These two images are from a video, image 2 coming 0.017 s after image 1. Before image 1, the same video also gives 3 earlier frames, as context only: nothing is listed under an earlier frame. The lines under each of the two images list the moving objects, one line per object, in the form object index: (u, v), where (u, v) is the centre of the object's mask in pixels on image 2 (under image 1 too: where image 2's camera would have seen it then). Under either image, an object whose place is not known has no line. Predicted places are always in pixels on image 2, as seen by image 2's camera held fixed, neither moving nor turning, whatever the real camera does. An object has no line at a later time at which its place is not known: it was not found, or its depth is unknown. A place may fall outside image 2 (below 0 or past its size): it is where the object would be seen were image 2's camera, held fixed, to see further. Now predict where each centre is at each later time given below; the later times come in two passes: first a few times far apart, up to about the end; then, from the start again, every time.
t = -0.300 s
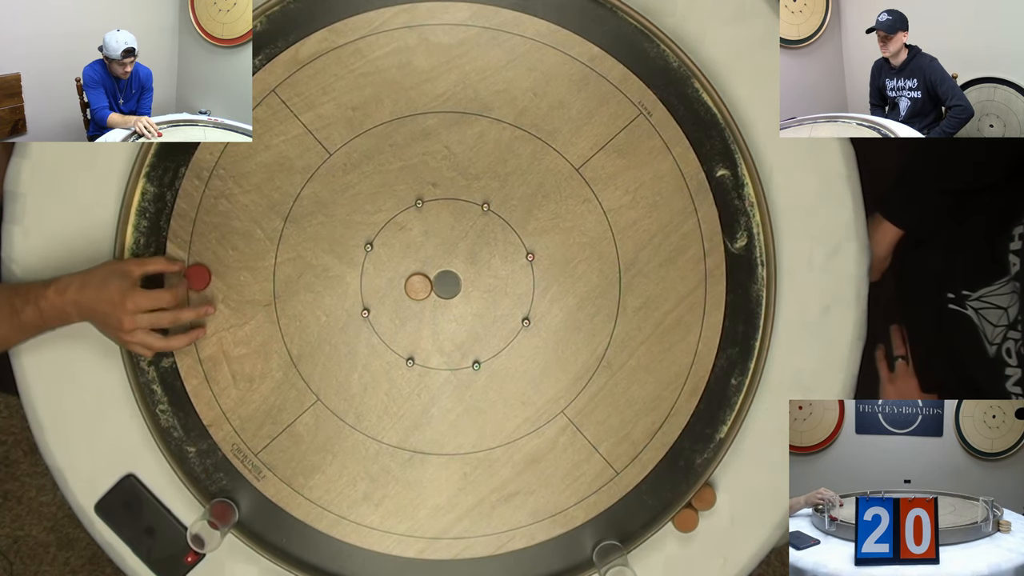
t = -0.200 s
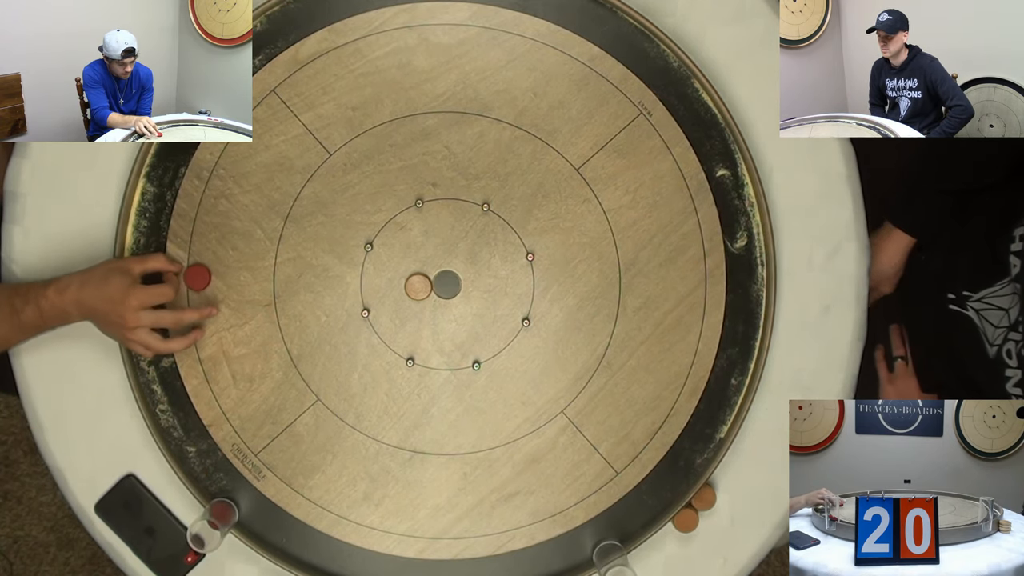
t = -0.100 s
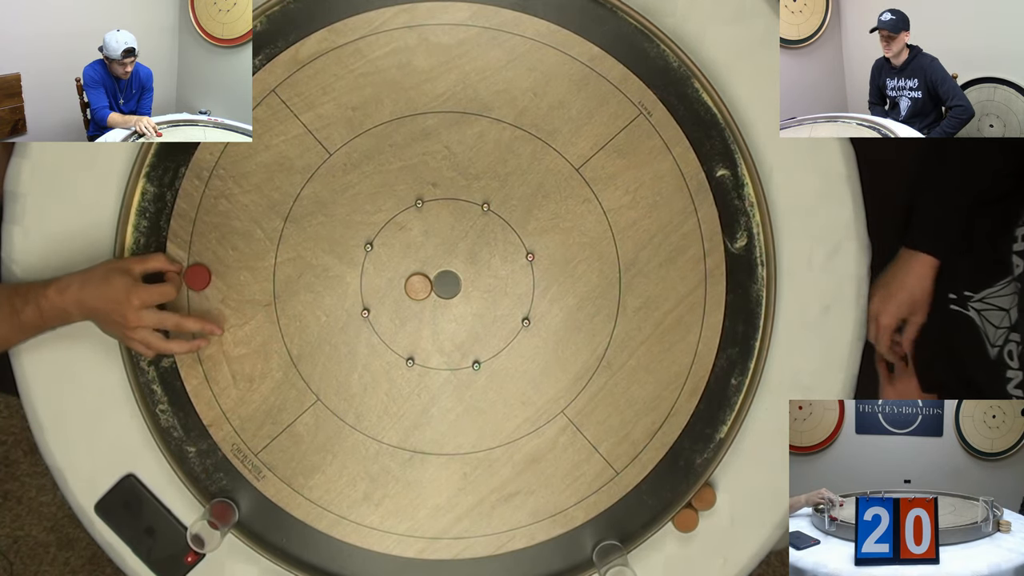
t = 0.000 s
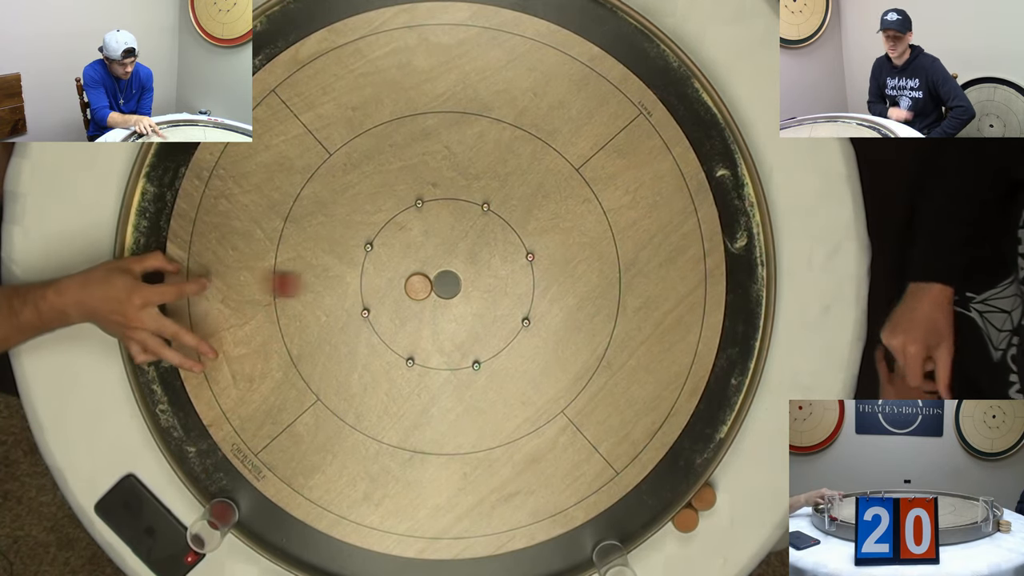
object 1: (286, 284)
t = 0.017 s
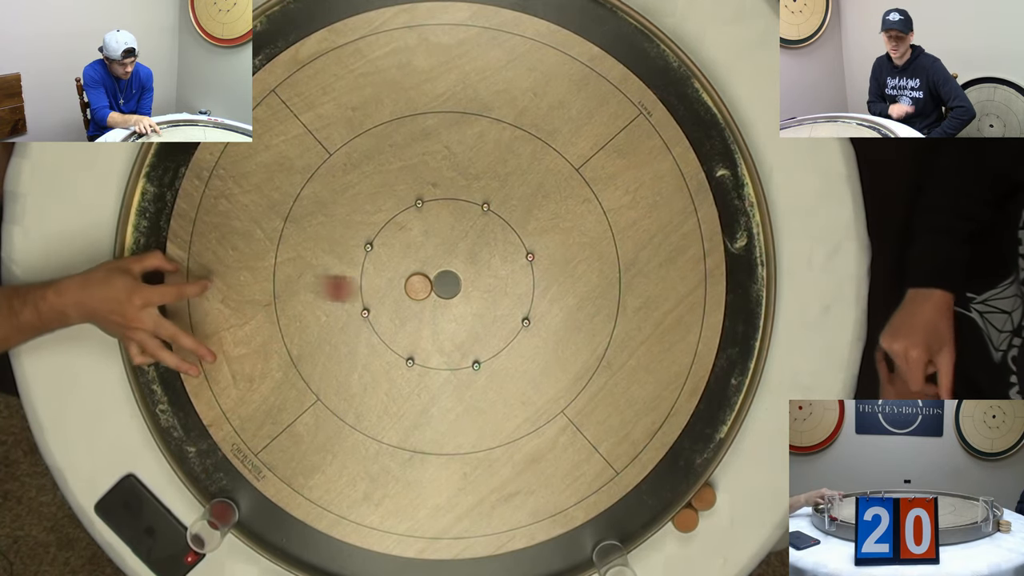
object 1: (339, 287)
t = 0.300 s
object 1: (504, 486)
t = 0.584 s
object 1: (557, 558)
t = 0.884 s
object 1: (557, 550)
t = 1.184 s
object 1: (557, 550)
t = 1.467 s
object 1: (557, 550)
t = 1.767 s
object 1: (557, 550)
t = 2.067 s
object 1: (557, 550)
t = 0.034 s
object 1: (392, 294)
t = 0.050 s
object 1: (399, 307)
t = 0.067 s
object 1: (407, 321)
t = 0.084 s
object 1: (415, 334)
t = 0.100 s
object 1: (423, 347)
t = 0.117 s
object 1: (431, 359)
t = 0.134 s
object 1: (438, 372)
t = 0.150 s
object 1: (446, 385)
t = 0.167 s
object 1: (453, 397)
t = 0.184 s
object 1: (460, 409)
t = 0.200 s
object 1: (467, 420)
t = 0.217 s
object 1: (473, 432)
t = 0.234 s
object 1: (480, 443)
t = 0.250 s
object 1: (486, 454)
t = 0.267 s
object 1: (492, 465)
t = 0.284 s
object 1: (498, 475)
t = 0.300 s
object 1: (504, 486)
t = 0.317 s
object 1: (510, 496)
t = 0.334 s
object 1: (516, 506)
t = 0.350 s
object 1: (522, 516)
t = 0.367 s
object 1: (528, 525)
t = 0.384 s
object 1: (533, 536)
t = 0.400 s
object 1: (538, 544)
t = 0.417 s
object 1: (544, 553)
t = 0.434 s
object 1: (548, 560)
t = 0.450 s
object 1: (551, 564)
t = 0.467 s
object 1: (549, 558)
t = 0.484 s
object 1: (548, 553)
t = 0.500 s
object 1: (550, 555)
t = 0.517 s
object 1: (553, 559)
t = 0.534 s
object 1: (556, 562)
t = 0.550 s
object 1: (558, 563)
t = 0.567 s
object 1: (558, 560)
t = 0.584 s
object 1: (557, 558)
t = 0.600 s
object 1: (557, 556)
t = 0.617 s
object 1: (557, 553)
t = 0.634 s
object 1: (557, 551)
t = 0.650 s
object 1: (557, 550)
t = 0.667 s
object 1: (557, 550)
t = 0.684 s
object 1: (557, 550)
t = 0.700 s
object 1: (557, 550)
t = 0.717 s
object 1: (557, 550)
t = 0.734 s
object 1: (557, 550)
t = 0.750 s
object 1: (557, 550)
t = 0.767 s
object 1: (557, 550)
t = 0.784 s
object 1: (557, 550)
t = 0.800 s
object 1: (557, 550)
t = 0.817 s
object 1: (557, 550)
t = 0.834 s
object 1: (557, 550)
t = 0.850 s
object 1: (557, 550)
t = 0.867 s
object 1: (557, 550)
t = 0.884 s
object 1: (557, 550)
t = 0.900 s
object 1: (557, 550)
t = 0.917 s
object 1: (557, 550)
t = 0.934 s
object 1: (557, 550)
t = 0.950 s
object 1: (557, 550)
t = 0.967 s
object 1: (557, 550)
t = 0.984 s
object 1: (557, 550)
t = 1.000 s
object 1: (557, 550)
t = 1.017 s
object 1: (557, 550)
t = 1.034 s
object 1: (557, 550)
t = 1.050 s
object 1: (557, 550)
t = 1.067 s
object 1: (557, 550)
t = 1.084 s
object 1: (557, 550)
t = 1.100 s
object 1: (557, 550)
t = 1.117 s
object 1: (557, 550)
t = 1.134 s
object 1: (557, 550)
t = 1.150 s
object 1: (557, 550)
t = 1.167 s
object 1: (557, 550)
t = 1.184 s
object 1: (557, 550)
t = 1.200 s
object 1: (557, 550)
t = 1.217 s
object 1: (557, 550)
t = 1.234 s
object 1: (557, 550)
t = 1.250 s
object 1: (557, 550)
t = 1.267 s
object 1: (557, 550)
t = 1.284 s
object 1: (557, 550)
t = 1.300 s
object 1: (557, 550)
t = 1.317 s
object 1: (557, 550)
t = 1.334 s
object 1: (557, 550)
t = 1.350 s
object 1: (557, 550)
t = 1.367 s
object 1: (557, 550)
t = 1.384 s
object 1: (557, 550)
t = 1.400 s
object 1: (557, 550)
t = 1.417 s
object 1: (557, 550)
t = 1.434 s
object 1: (557, 550)
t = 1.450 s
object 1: (557, 550)
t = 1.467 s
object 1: (557, 550)
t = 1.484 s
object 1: (557, 550)
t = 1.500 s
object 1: (557, 550)
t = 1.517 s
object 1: (557, 550)
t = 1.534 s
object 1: (557, 550)
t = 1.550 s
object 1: (557, 550)
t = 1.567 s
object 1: (557, 550)
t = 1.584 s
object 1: (557, 550)
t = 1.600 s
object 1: (557, 550)
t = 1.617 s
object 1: (557, 550)
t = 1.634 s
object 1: (557, 550)
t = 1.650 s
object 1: (557, 550)
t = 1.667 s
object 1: (557, 550)
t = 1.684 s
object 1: (557, 550)
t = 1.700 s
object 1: (557, 550)
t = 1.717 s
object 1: (557, 550)
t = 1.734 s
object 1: (557, 550)
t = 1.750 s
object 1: (557, 550)
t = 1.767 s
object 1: (557, 550)
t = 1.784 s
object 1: (557, 550)
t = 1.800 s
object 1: (557, 550)
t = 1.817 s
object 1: (557, 550)
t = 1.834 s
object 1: (557, 550)
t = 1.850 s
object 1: (557, 550)
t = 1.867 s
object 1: (557, 550)
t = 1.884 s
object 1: (557, 550)
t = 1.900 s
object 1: (557, 550)
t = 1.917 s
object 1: (557, 550)
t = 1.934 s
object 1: (557, 550)
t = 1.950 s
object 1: (557, 550)
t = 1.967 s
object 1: (557, 550)
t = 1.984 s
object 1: (557, 550)
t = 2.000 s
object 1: (557, 550)
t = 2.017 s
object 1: (557, 550)
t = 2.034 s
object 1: (557, 550)
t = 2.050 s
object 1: (557, 550)
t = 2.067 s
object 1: (557, 550)
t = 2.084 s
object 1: (557, 550)
